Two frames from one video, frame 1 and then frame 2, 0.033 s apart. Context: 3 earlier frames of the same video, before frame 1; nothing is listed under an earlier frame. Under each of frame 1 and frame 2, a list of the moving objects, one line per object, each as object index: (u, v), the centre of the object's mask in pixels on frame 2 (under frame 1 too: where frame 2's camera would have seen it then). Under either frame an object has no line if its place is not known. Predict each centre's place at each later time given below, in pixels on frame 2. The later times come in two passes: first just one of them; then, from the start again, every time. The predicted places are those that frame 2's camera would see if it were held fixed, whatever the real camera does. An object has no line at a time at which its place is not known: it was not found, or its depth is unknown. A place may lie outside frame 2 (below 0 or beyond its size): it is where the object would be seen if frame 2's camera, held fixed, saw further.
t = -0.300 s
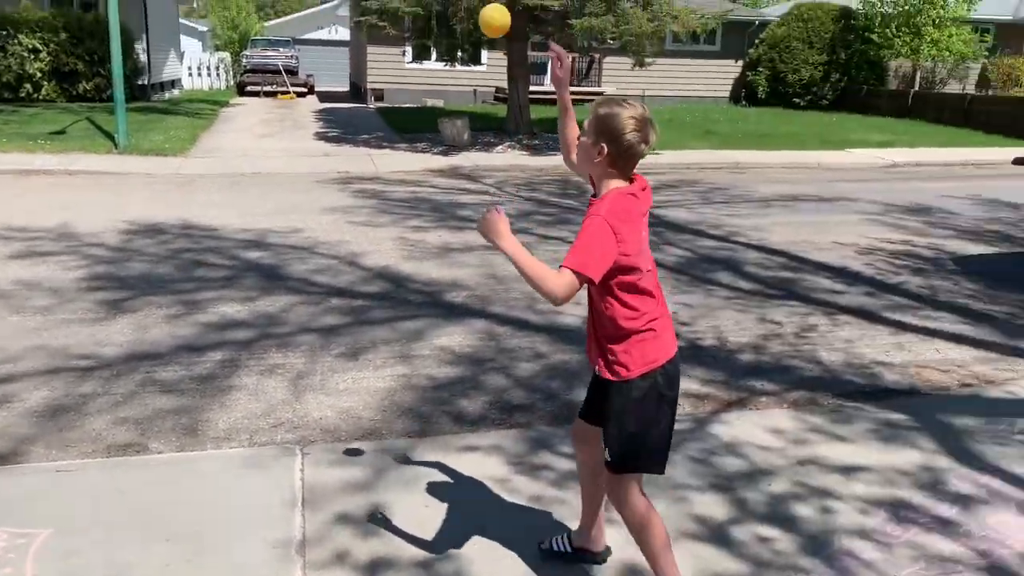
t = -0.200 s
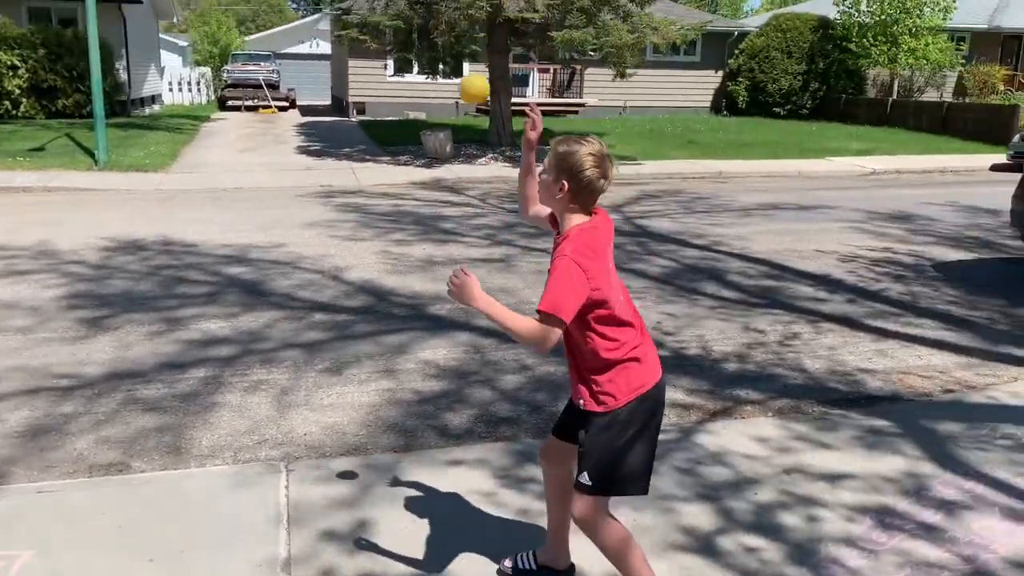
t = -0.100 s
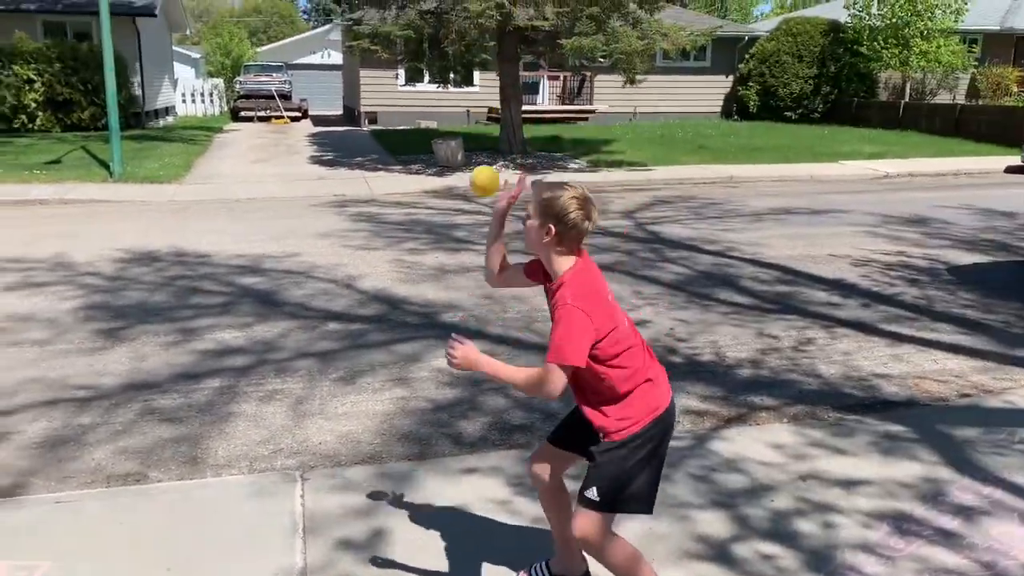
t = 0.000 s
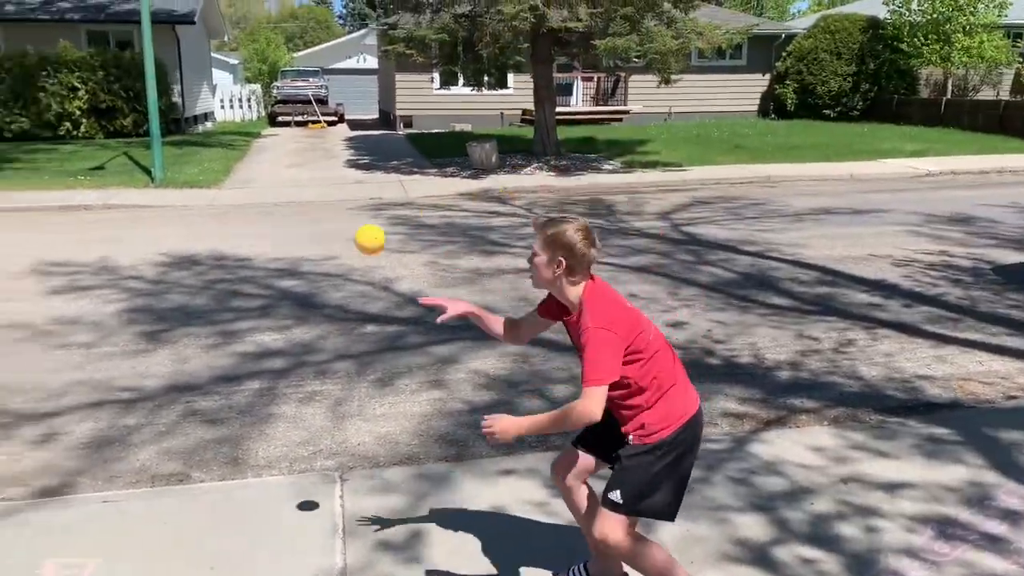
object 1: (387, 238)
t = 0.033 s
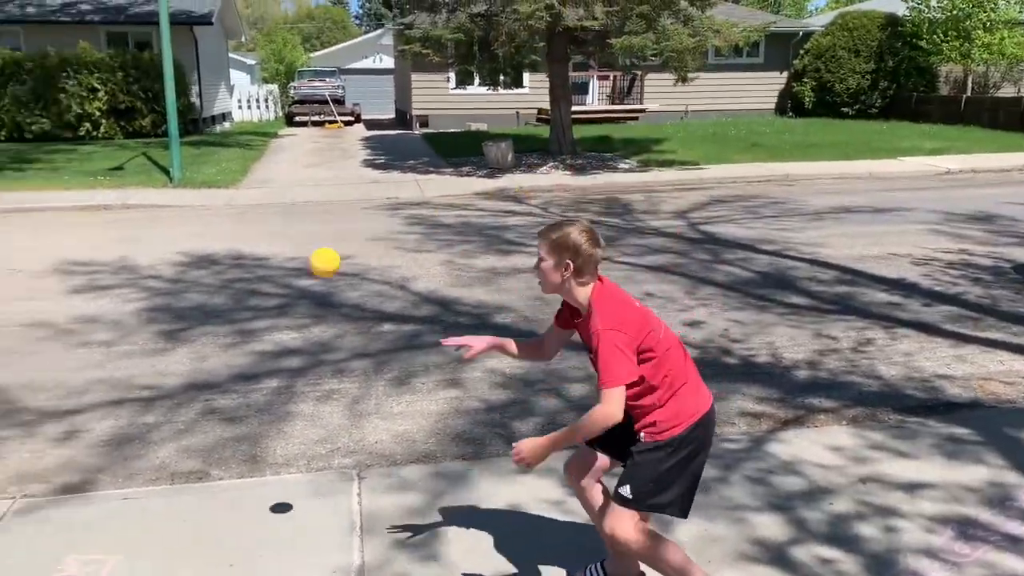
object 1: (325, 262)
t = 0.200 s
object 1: (43, 417)
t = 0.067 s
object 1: (265, 289)
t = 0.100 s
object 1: (207, 318)
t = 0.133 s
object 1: (150, 349)
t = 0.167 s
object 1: (95, 382)
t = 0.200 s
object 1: (43, 417)
